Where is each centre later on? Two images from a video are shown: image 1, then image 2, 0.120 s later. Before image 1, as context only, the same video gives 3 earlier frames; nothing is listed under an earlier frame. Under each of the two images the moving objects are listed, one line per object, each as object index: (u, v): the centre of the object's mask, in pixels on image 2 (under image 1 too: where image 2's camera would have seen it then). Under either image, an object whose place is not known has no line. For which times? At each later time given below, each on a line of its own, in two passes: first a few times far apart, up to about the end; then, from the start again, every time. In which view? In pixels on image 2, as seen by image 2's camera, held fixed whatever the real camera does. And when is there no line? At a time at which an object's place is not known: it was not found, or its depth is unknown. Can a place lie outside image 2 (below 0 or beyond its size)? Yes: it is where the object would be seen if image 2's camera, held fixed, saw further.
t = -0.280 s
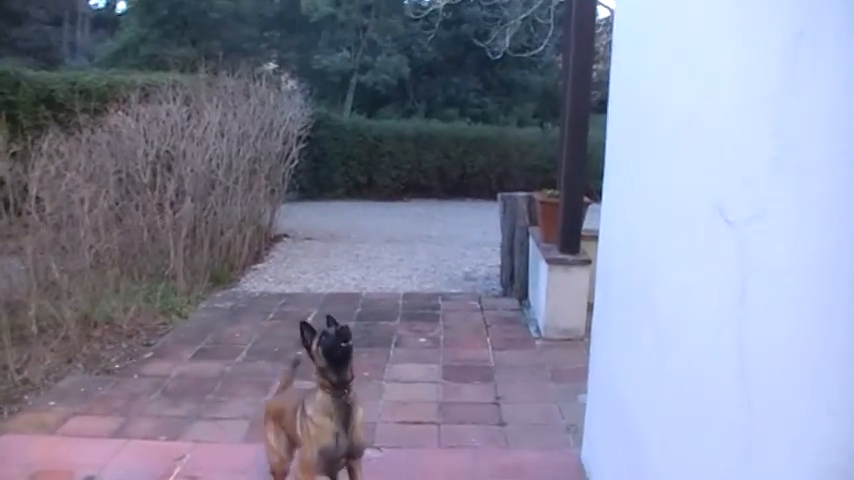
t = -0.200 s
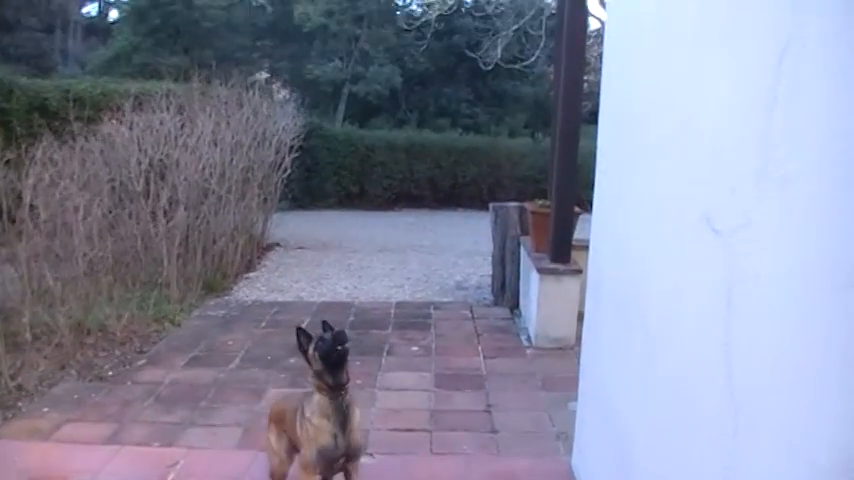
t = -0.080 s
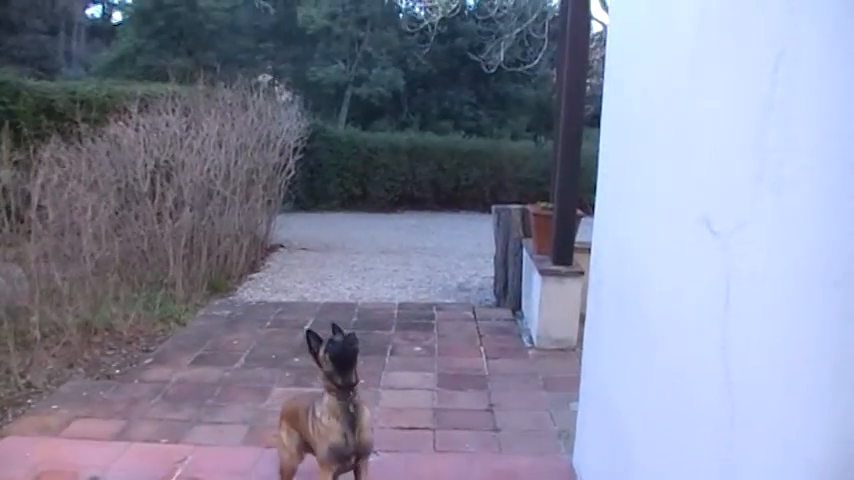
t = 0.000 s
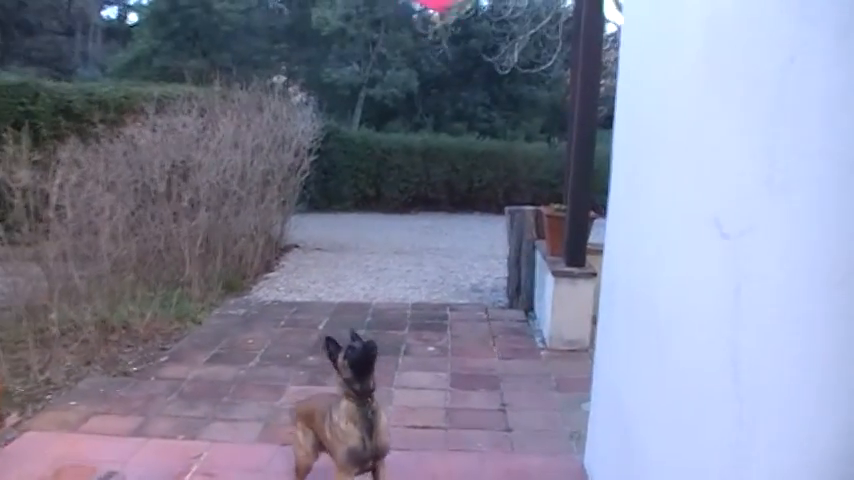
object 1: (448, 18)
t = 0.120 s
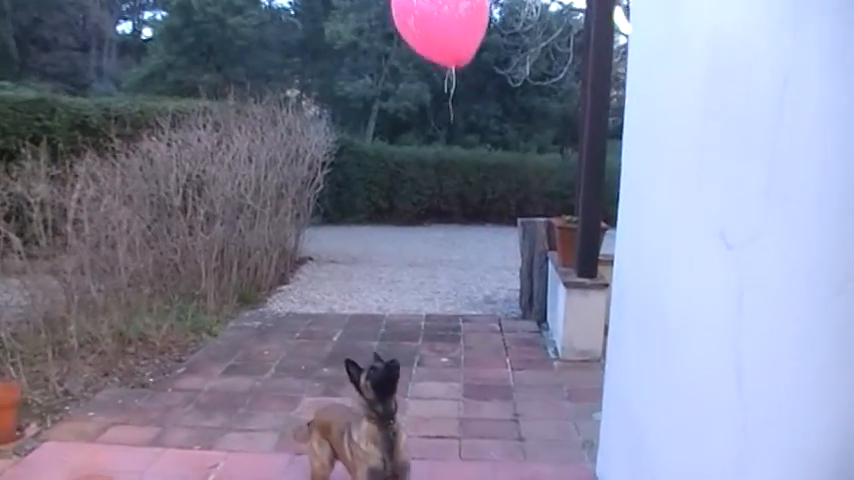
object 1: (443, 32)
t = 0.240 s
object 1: (443, 57)
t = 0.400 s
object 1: (443, 116)
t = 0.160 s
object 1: (443, 35)
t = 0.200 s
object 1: (443, 42)
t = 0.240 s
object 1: (443, 57)
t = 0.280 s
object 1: (443, 71)
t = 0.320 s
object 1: (444, 86)
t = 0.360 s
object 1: (443, 101)
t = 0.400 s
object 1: (443, 116)
